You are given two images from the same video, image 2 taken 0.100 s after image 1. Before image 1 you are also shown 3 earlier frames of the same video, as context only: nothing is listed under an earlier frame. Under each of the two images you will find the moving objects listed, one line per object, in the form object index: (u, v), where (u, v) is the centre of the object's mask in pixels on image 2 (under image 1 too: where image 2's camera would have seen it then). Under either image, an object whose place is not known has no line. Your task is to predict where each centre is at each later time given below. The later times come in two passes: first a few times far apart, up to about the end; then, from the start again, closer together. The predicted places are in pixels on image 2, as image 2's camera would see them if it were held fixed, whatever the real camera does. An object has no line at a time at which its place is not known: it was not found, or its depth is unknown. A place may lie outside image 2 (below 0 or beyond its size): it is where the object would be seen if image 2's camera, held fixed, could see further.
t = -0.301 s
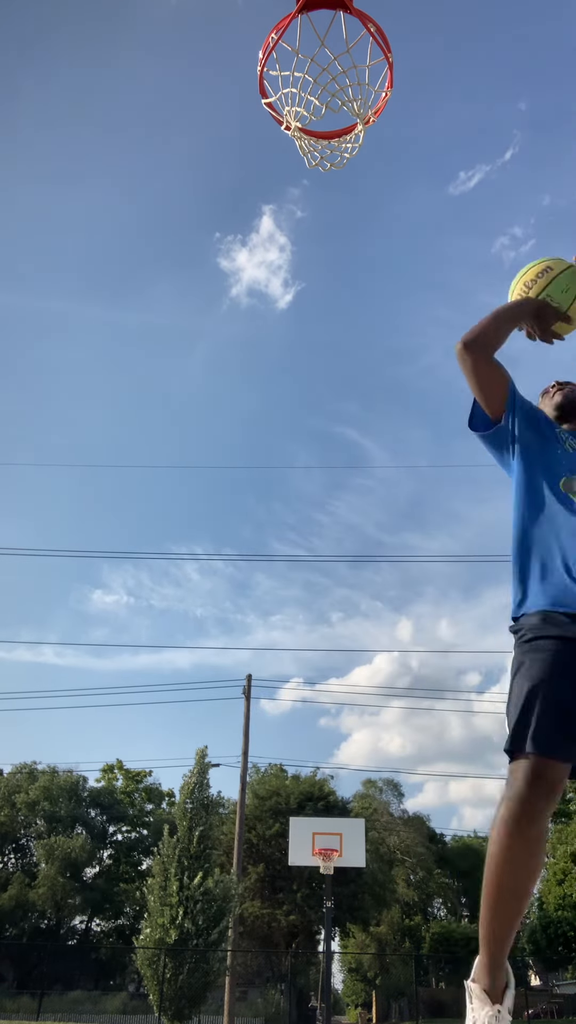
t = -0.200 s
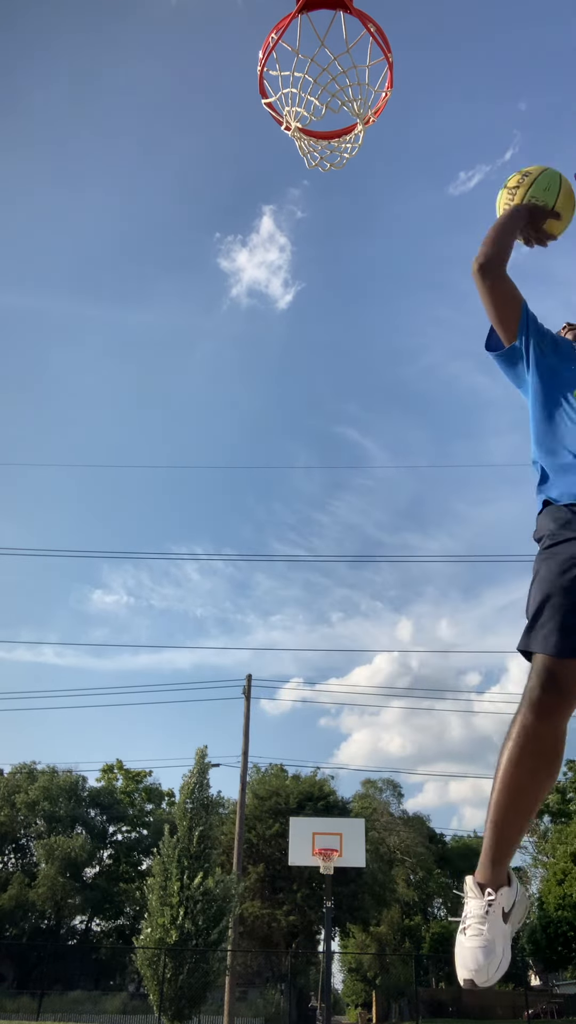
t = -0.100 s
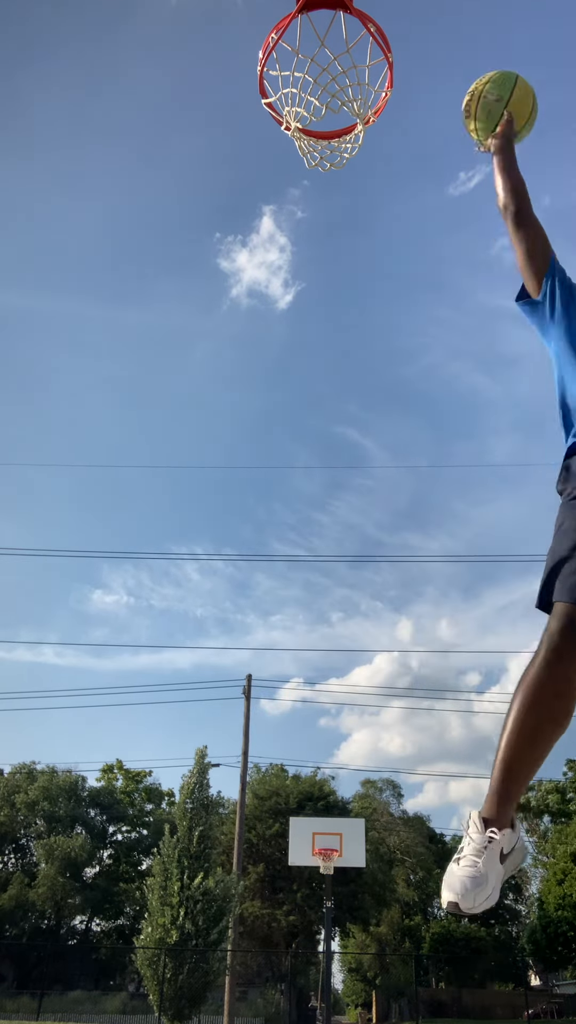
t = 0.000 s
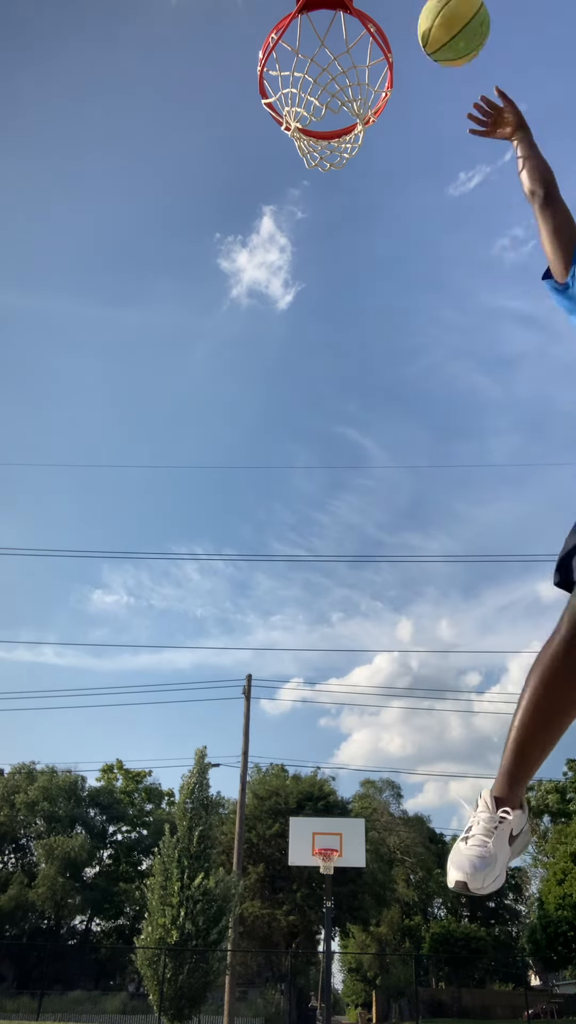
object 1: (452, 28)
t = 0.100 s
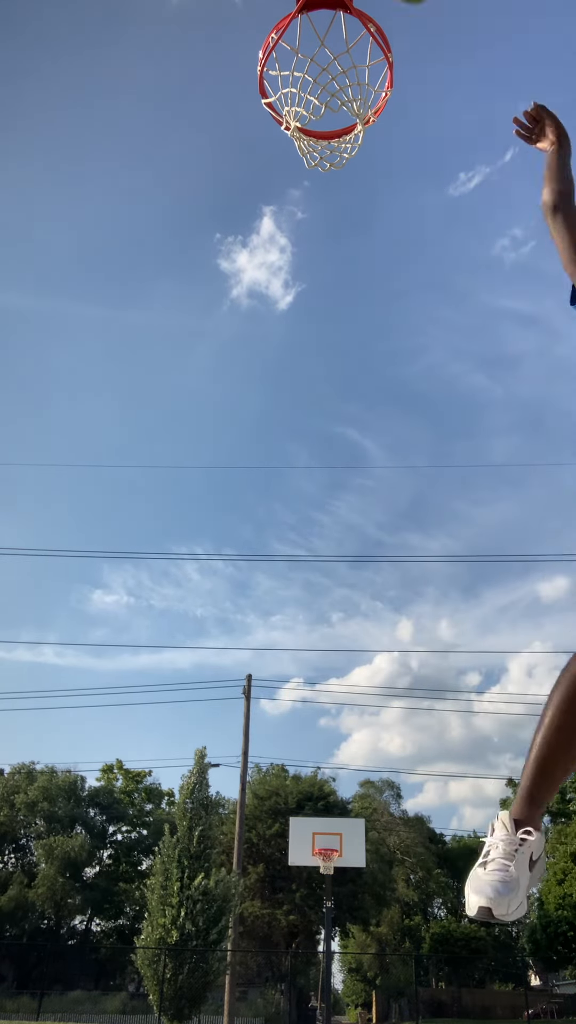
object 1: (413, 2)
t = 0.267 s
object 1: (378, 14)
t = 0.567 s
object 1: (319, 164)
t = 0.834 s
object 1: (289, 437)
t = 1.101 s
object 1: (251, 936)
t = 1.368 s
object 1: (282, 468)
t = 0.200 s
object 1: (386, 8)
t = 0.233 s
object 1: (384, 9)
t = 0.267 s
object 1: (378, 14)
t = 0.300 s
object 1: (373, 19)
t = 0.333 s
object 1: (359, 31)
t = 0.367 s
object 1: (348, 48)
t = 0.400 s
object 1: (346, 61)
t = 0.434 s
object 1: (340, 79)
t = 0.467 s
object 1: (332, 101)
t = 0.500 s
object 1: (327, 126)
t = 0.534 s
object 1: (322, 148)
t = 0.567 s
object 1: (319, 164)
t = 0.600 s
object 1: (316, 184)
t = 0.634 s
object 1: (312, 209)
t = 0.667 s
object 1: (309, 235)
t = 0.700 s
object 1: (305, 267)
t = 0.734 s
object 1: (302, 302)
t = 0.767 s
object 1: (298, 342)
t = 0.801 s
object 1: (293, 387)
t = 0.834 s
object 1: (289, 437)
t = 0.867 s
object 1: (285, 493)
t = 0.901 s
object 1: (279, 558)
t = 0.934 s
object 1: (274, 631)
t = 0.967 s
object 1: (266, 716)
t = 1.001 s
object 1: (259, 817)
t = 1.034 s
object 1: (251, 933)
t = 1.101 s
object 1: (251, 936)
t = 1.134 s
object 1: (256, 846)
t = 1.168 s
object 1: (262, 767)
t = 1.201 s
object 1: (266, 699)
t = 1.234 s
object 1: (270, 639)
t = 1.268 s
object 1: (273, 587)
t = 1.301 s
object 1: (277, 542)
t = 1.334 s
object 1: (279, 503)
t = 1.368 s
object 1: (282, 468)
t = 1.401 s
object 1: (284, 437)
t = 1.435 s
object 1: (286, 412)
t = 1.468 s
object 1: (288, 389)
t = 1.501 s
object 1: (291, 371)
